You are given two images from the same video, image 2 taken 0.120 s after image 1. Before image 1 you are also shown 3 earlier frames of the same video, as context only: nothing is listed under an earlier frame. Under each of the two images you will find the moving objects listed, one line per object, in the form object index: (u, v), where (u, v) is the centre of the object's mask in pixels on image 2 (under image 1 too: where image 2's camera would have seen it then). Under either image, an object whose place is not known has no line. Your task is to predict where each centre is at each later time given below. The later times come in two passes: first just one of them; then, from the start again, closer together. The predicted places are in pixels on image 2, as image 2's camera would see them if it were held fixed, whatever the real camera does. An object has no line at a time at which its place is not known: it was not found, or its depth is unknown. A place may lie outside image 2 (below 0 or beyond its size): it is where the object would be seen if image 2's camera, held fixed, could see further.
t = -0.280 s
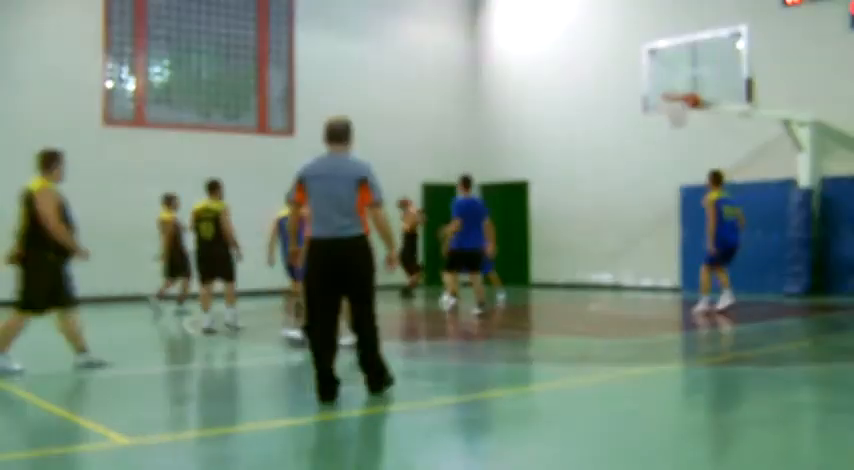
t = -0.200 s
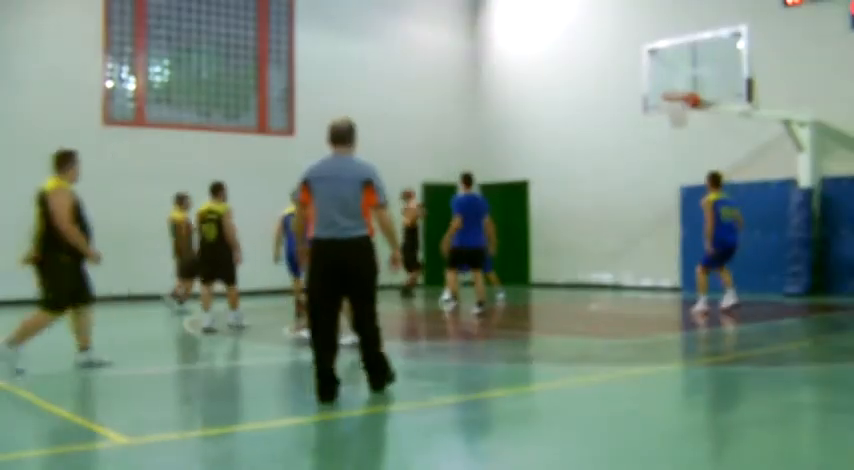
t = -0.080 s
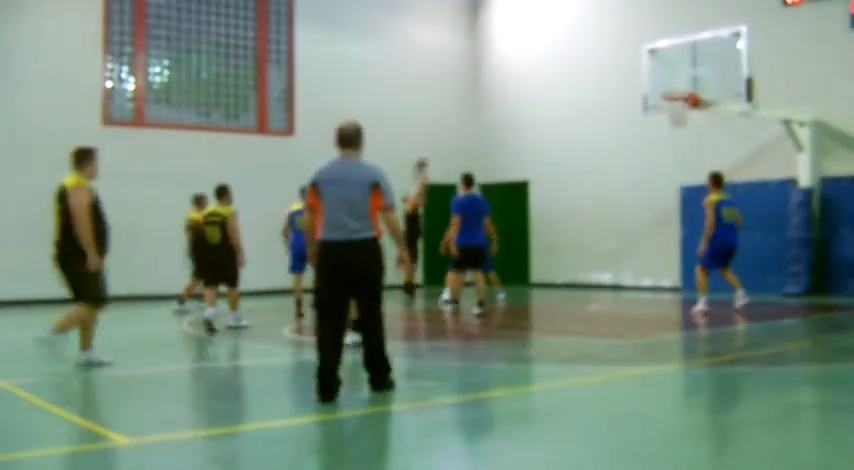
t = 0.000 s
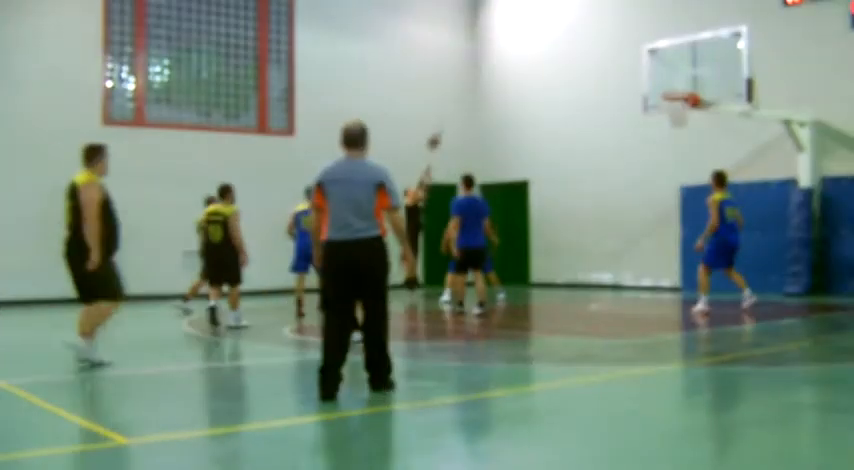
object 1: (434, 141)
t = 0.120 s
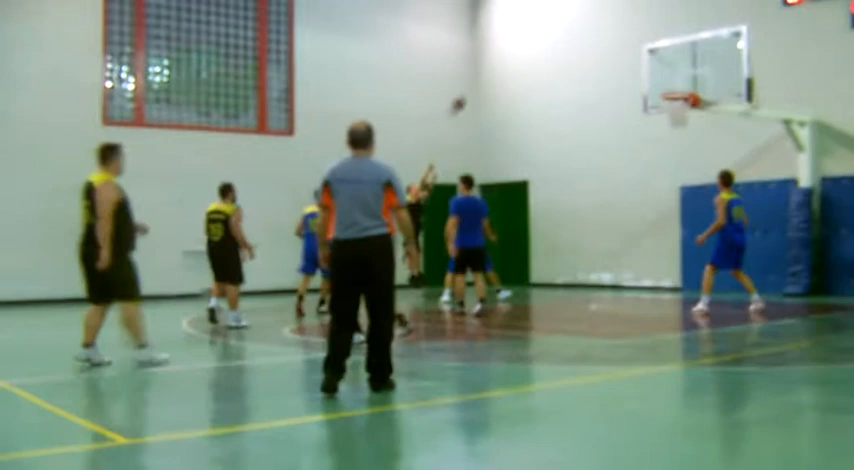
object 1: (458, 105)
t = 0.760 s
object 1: (596, 42)
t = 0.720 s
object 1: (586, 39)
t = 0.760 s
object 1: (596, 42)
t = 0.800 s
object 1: (605, 46)
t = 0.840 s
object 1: (617, 52)
